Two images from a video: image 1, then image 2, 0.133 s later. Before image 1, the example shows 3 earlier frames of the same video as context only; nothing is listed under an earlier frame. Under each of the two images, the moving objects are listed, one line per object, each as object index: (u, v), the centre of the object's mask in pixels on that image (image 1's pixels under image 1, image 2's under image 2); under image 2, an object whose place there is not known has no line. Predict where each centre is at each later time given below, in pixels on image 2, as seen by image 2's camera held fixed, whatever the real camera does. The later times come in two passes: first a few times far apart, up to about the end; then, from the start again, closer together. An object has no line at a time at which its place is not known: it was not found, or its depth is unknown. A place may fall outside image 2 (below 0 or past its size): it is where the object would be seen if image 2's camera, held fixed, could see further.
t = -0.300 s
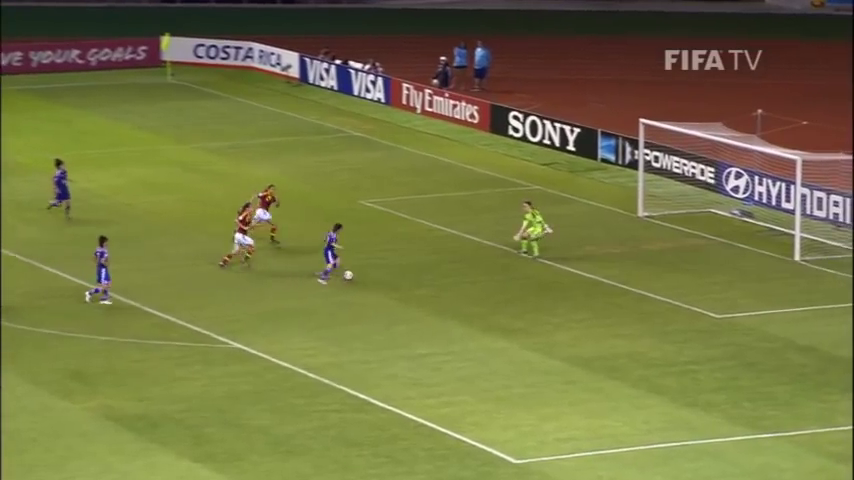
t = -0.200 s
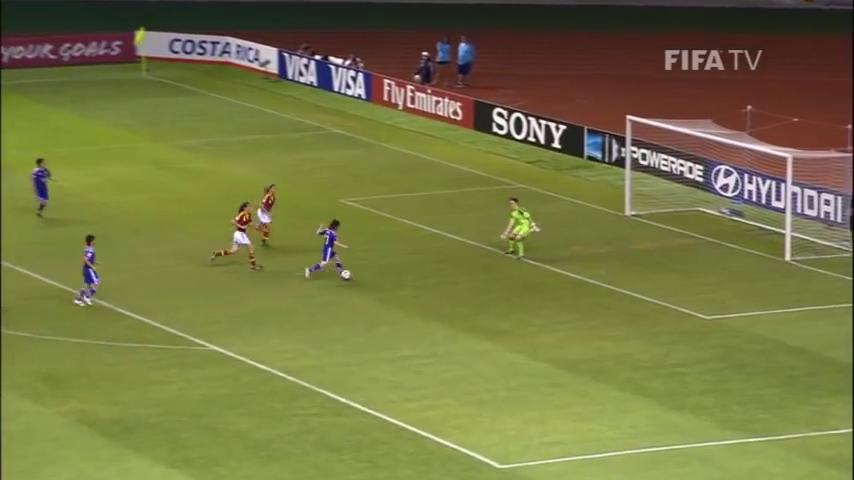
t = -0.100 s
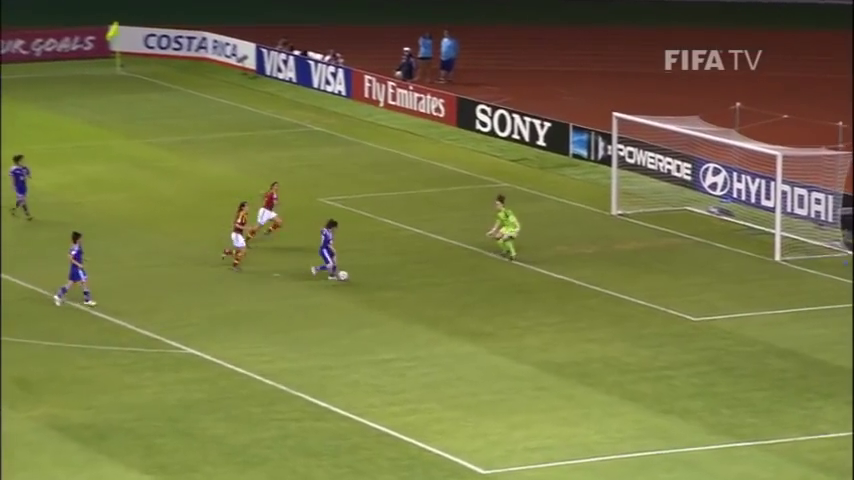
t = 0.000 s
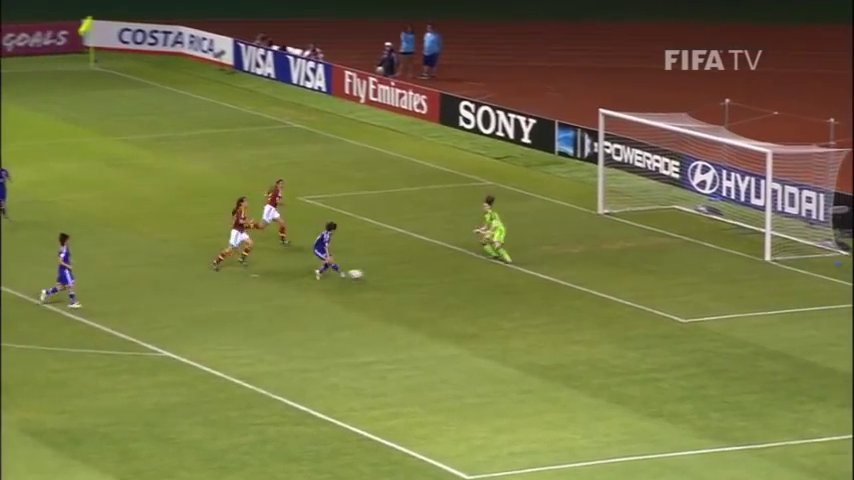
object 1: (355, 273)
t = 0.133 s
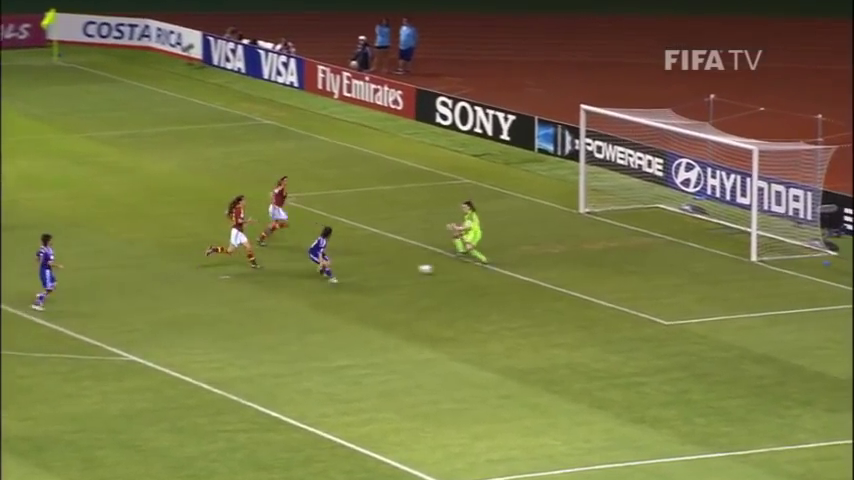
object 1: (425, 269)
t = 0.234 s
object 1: (492, 265)
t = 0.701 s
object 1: (762, 248)
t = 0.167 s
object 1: (448, 267)
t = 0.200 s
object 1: (470, 266)
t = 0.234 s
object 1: (492, 265)
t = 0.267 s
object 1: (513, 263)
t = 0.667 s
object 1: (742, 249)
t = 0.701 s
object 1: (762, 248)
